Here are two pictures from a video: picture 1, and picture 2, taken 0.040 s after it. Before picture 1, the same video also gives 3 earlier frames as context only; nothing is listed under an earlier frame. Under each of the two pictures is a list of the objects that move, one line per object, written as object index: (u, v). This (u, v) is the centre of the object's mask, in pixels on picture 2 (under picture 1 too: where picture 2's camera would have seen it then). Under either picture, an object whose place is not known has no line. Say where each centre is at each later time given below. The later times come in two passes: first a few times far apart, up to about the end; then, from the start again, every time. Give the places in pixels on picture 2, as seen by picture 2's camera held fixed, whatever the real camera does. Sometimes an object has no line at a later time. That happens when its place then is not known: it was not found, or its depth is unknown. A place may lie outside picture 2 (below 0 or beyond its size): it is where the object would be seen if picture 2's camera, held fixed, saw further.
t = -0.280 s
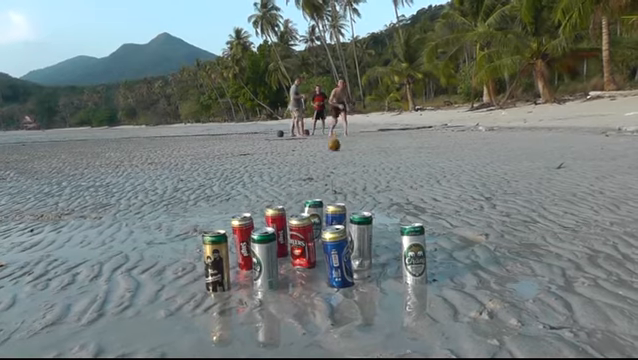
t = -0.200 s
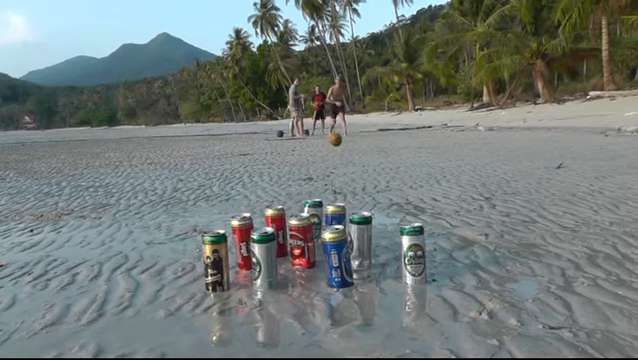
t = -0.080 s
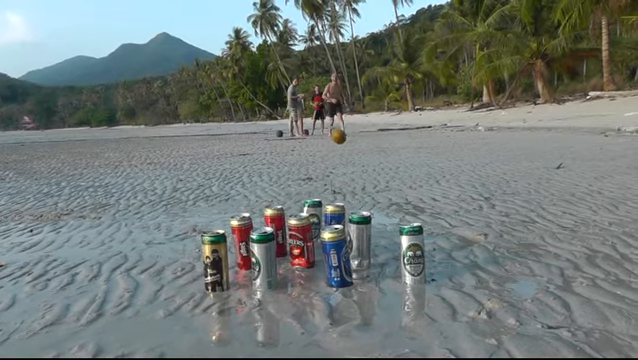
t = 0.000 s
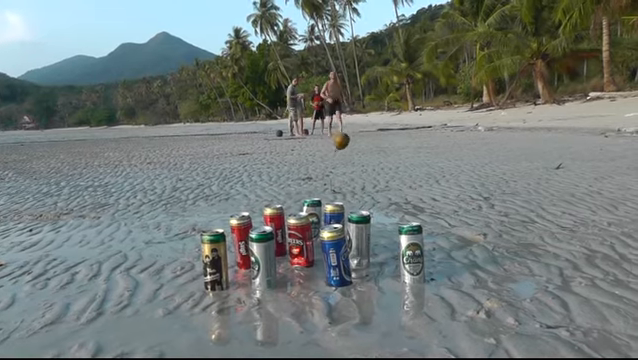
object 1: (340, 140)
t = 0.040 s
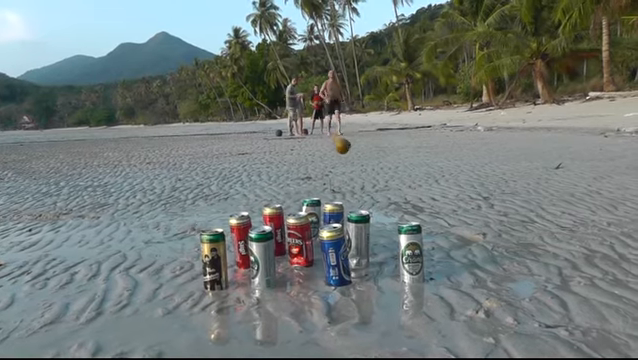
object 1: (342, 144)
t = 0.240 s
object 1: (350, 149)
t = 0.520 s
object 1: (372, 162)
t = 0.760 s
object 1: (399, 191)
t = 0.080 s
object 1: (344, 153)
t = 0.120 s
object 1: (345, 153)
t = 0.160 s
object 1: (346, 150)
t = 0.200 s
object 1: (347, 149)
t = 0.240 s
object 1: (350, 149)
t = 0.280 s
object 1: (352, 151)
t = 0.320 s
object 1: (354, 155)
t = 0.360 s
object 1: (358, 162)
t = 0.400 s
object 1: (360, 163)
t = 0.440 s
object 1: (364, 161)
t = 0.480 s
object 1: (367, 160)
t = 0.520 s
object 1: (372, 162)
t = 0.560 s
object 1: (377, 169)
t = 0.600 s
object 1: (382, 176)
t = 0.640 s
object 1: (387, 178)
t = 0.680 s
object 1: (390, 180)
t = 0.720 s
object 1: (393, 185)
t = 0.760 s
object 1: (399, 191)
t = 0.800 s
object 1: (401, 196)
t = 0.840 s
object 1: (404, 187)
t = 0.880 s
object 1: (405, 184)
